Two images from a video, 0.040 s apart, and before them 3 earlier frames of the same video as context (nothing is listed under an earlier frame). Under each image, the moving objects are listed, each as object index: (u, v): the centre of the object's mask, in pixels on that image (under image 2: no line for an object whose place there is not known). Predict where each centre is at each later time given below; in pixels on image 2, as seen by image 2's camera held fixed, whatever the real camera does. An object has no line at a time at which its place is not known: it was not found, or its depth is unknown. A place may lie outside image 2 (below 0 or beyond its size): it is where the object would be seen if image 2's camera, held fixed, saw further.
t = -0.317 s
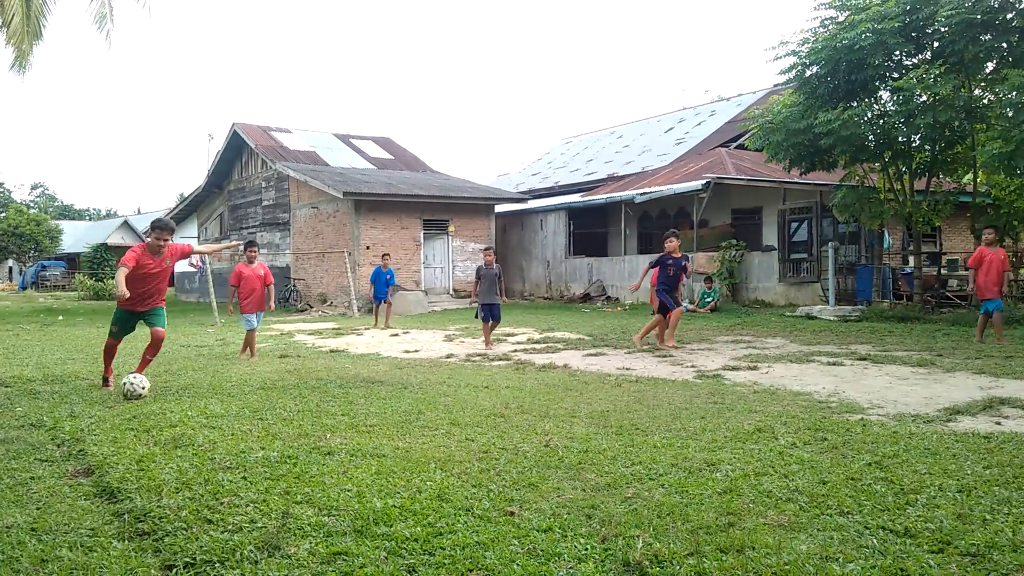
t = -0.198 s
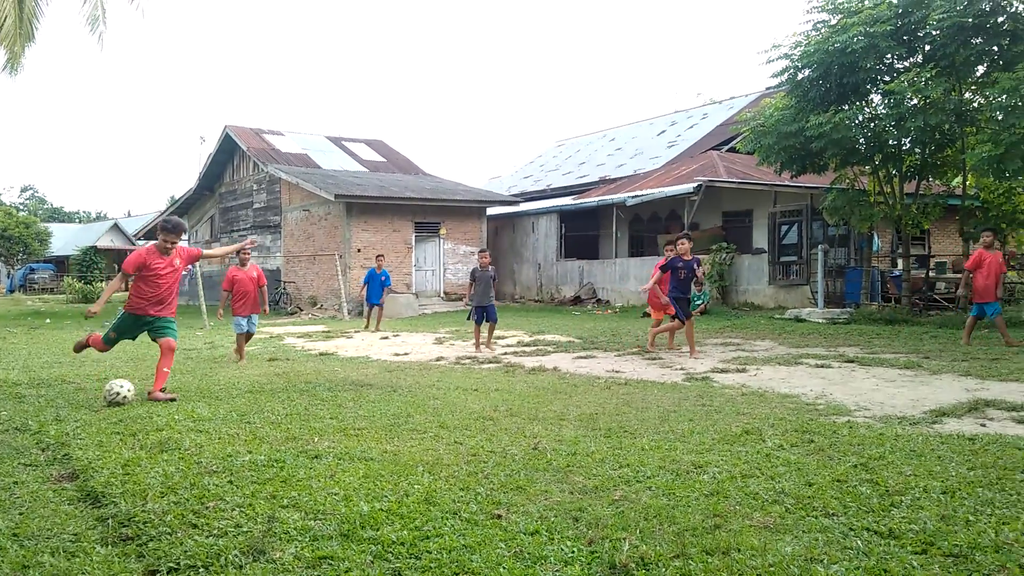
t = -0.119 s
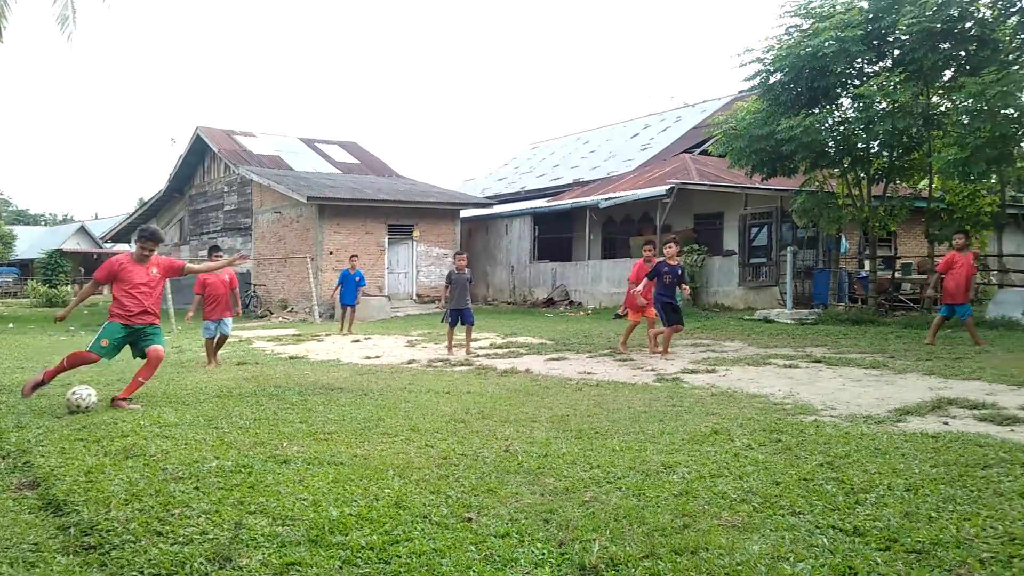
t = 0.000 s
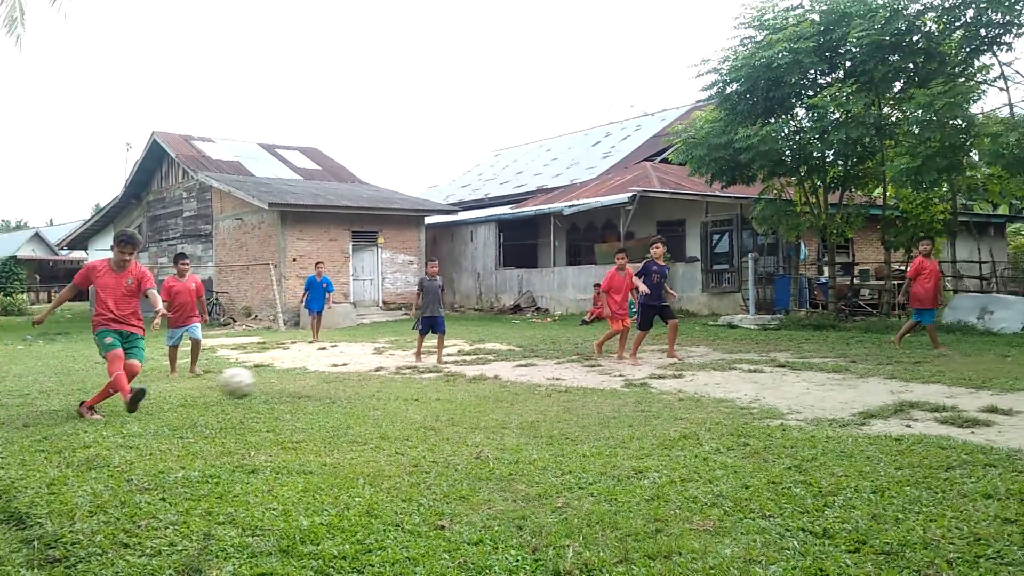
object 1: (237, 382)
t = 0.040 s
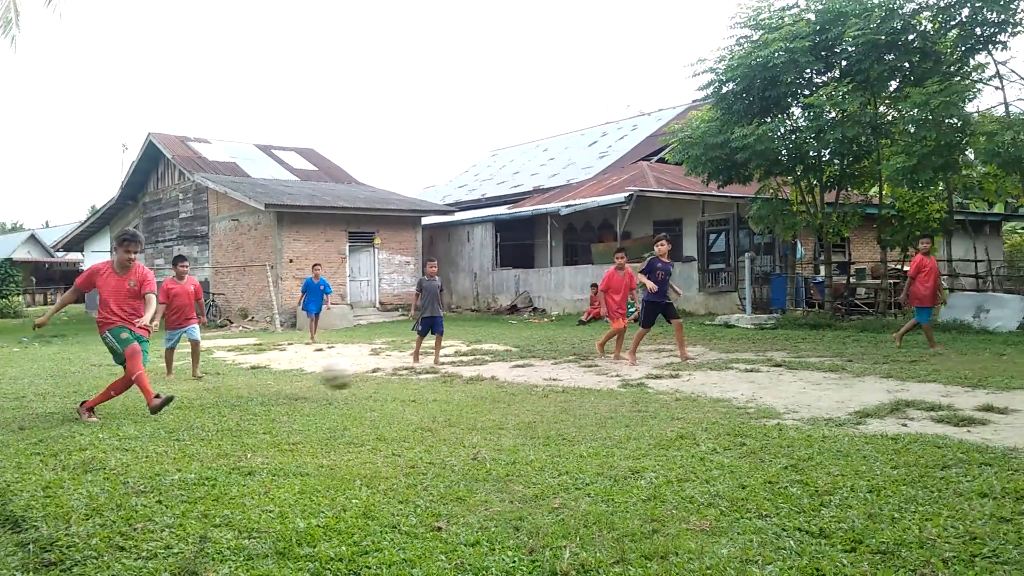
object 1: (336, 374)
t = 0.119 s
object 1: (564, 356)
